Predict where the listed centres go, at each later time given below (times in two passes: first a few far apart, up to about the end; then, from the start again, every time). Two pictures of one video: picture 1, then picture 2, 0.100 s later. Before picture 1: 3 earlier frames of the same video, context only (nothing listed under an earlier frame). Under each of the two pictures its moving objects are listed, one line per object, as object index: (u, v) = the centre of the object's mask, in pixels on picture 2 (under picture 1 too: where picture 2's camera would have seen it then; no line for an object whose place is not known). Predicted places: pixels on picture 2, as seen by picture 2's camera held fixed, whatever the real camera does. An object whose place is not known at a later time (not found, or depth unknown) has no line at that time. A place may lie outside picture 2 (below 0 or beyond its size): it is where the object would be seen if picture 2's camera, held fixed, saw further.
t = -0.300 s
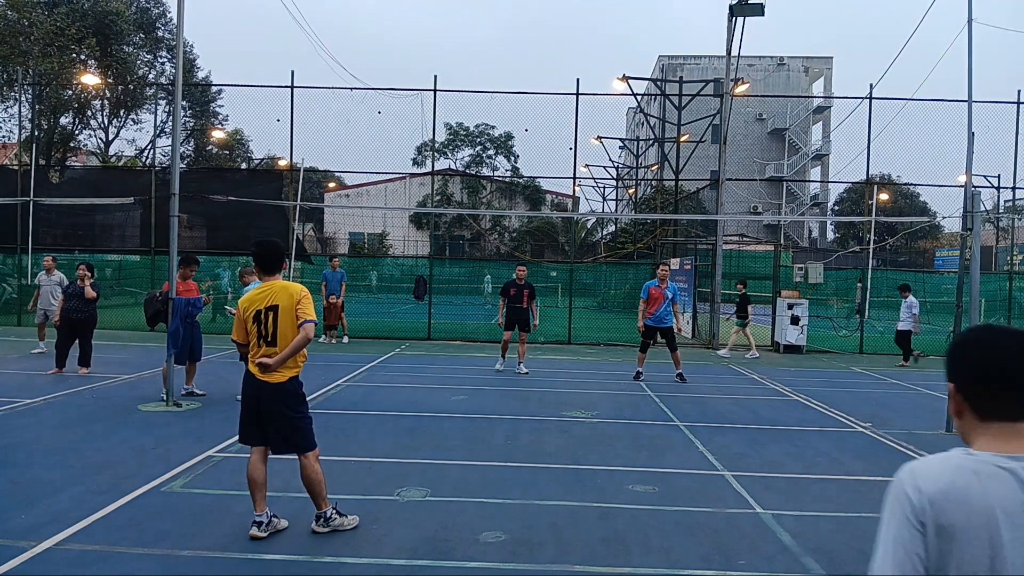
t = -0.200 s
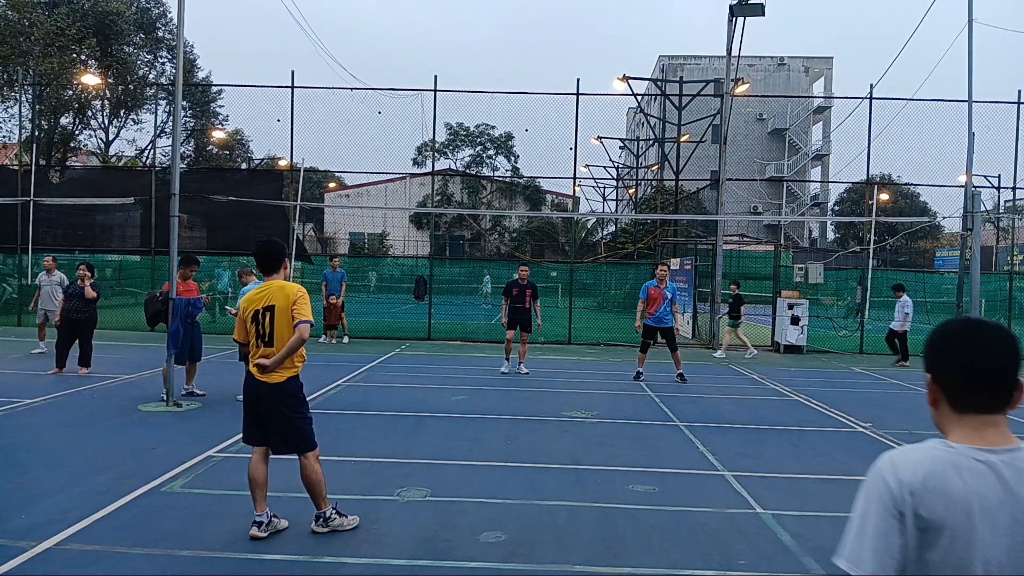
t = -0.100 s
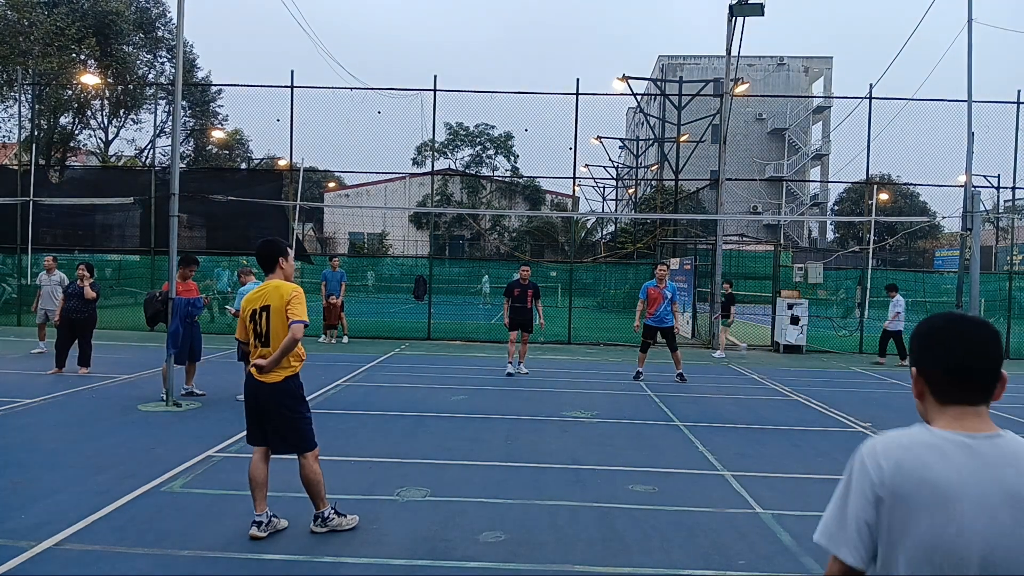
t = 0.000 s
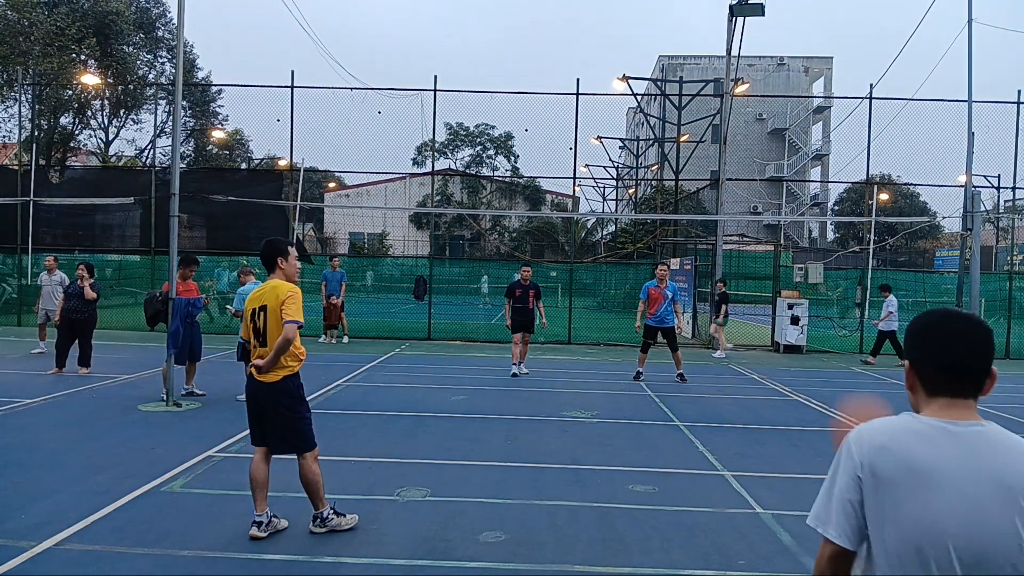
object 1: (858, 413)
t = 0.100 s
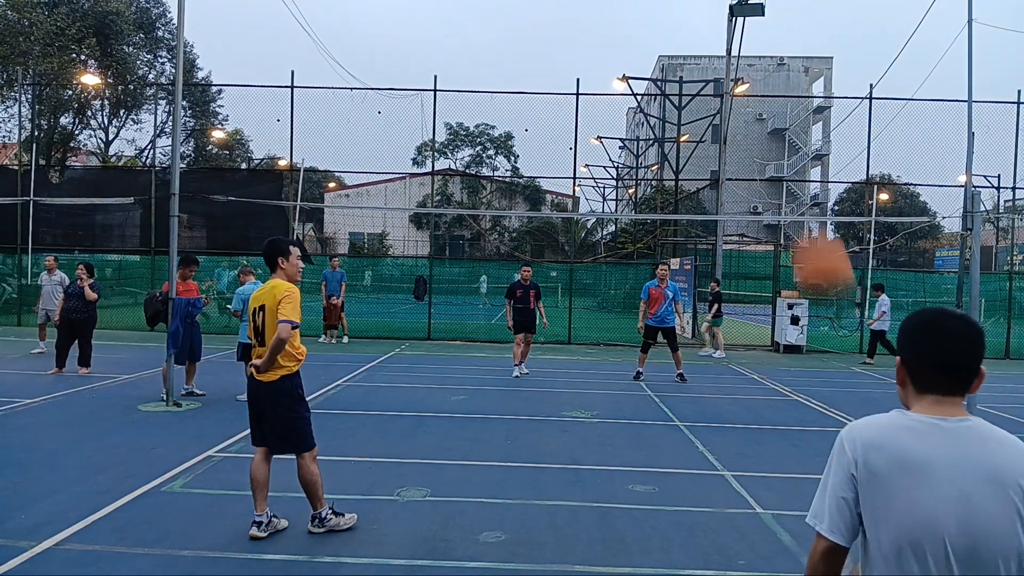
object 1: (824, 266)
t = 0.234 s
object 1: (779, 135)
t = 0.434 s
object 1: (739, 57)
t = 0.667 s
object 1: (712, 54)
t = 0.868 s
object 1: (696, 95)
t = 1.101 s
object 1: (682, 173)
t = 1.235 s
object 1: (674, 229)
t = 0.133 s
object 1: (809, 224)
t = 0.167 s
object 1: (795, 188)
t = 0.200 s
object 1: (786, 157)
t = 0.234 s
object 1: (779, 135)
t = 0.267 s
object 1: (770, 114)
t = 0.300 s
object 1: (762, 96)
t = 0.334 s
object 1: (756, 82)
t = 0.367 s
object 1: (750, 72)
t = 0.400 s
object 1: (744, 63)
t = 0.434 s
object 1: (739, 57)
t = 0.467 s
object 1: (734, 52)
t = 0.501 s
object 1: (730, 48)
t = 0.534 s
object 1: (726, 47)
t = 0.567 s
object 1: (722, 46)
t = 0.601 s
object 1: (719, 47)
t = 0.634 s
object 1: (716, 50)
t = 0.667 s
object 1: (712, 54)
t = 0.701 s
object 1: (710, 59)
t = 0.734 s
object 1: (707, 65)
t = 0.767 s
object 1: (704, 71)
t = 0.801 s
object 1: (701, 78)
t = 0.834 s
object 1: (699, 86)
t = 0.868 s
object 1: (696, 95)
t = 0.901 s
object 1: (694, 104)
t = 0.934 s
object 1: (692, 115)
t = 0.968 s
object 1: (689, 126)
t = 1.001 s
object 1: (687, 137)
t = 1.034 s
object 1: (685, 149)
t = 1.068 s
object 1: (683, 161)
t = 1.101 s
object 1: (682, 173)
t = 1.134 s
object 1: (679, 187)
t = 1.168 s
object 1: (677, 201)
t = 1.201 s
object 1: (675, 214)
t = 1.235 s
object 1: (674, 229)
